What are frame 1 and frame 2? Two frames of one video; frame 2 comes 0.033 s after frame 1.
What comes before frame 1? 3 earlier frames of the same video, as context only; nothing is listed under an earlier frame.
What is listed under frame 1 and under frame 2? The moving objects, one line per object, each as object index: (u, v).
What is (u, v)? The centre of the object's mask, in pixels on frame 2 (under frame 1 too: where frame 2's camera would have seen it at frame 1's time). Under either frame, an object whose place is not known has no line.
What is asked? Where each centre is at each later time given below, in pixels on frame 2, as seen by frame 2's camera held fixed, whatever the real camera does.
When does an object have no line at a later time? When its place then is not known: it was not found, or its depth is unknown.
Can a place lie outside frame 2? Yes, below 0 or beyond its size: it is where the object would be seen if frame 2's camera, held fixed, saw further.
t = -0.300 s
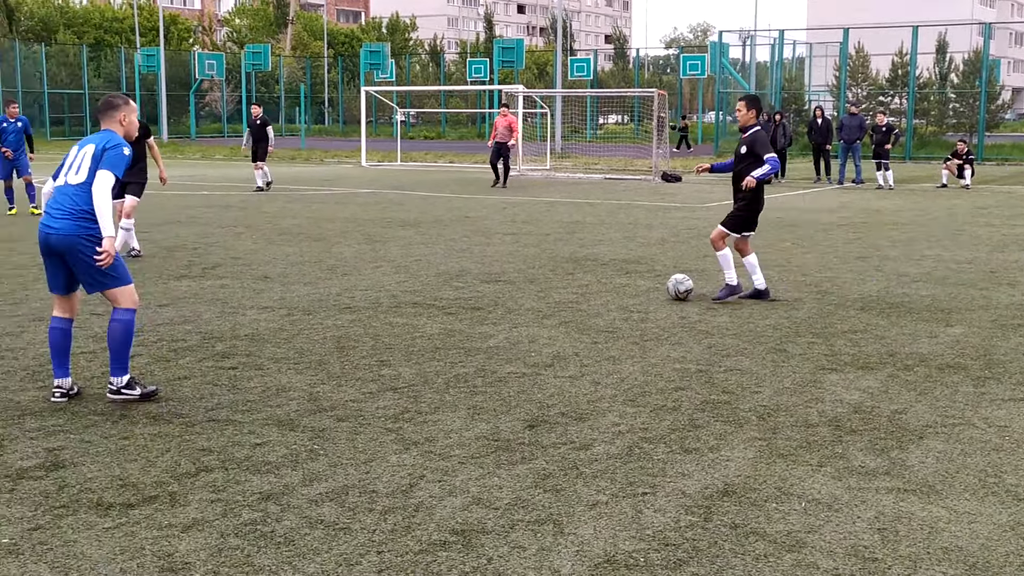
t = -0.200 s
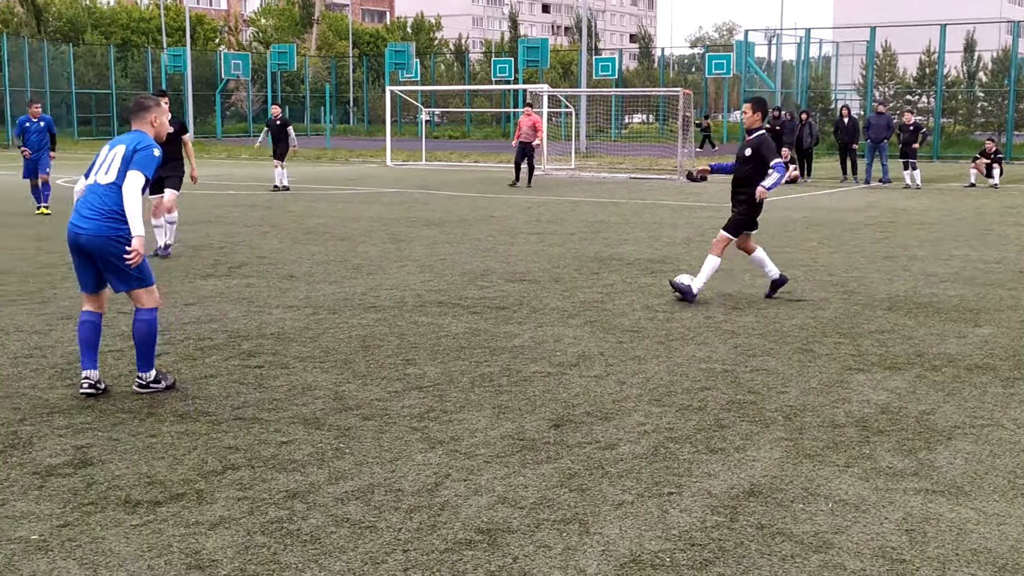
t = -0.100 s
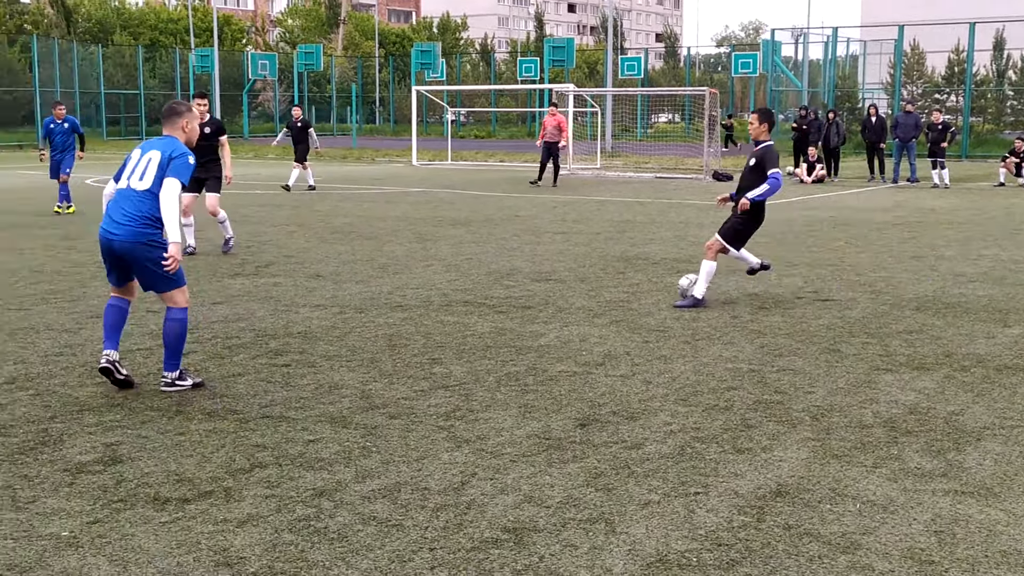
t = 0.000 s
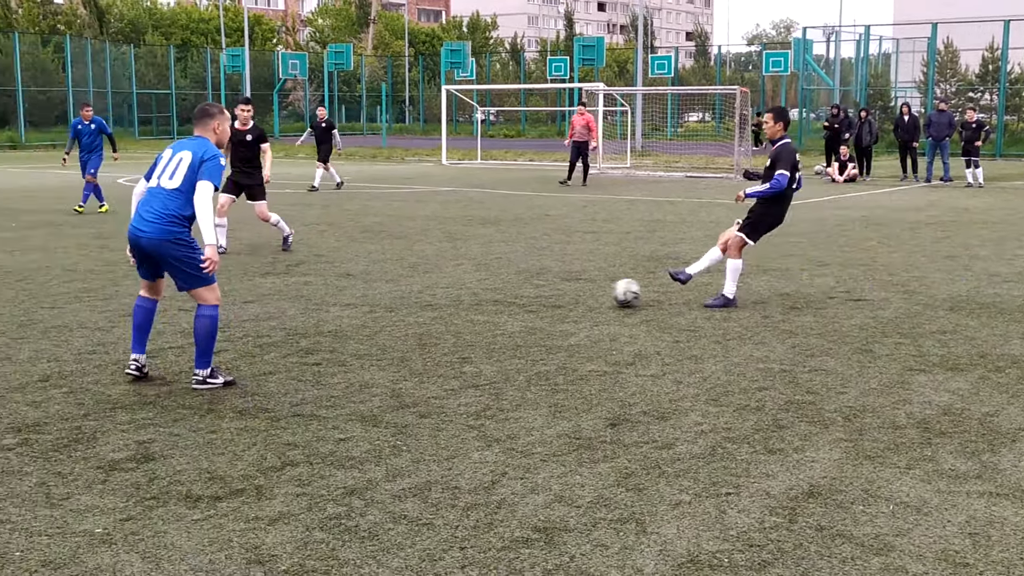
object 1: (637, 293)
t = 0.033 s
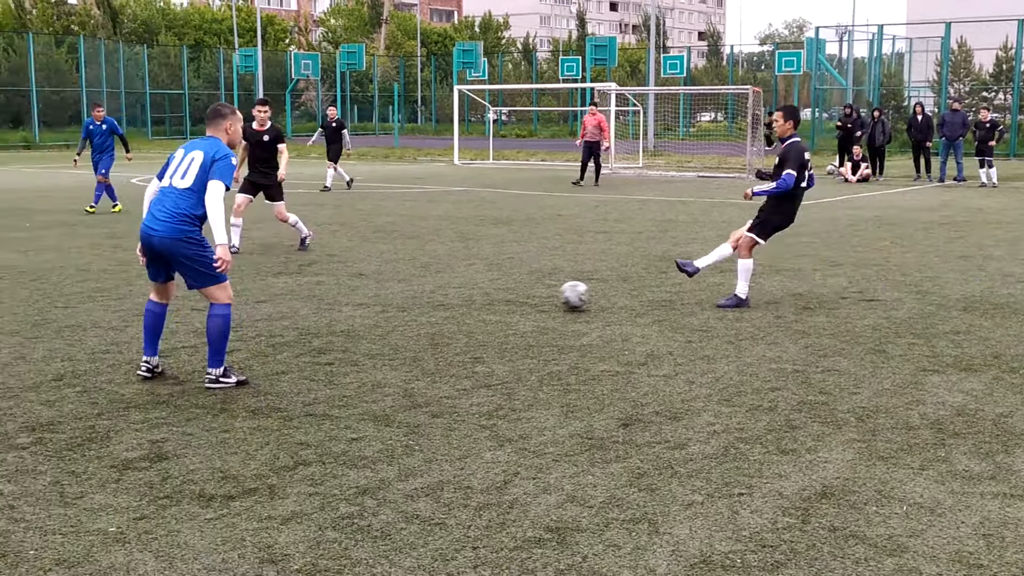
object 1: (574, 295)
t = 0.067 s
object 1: (510, 300)
